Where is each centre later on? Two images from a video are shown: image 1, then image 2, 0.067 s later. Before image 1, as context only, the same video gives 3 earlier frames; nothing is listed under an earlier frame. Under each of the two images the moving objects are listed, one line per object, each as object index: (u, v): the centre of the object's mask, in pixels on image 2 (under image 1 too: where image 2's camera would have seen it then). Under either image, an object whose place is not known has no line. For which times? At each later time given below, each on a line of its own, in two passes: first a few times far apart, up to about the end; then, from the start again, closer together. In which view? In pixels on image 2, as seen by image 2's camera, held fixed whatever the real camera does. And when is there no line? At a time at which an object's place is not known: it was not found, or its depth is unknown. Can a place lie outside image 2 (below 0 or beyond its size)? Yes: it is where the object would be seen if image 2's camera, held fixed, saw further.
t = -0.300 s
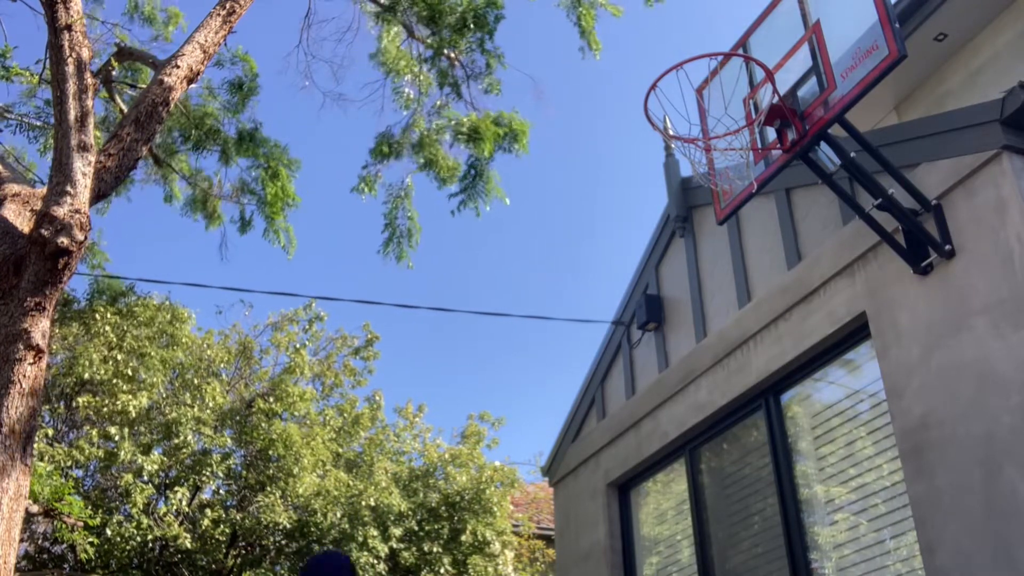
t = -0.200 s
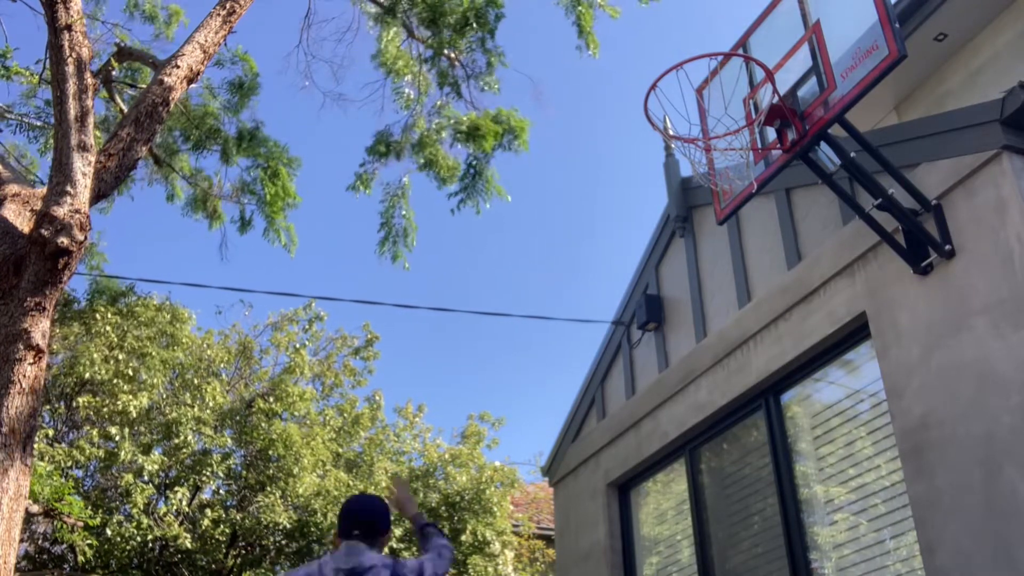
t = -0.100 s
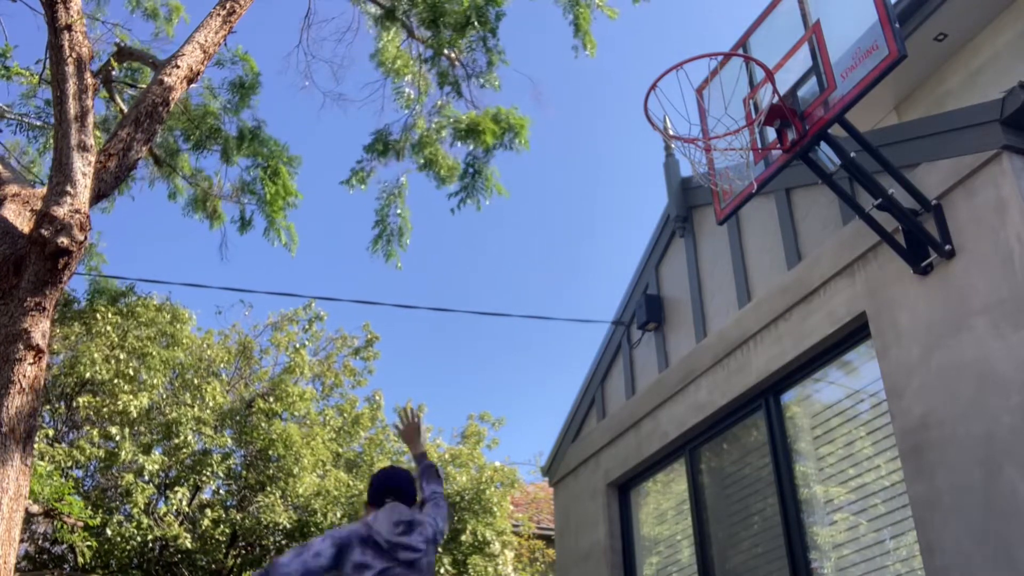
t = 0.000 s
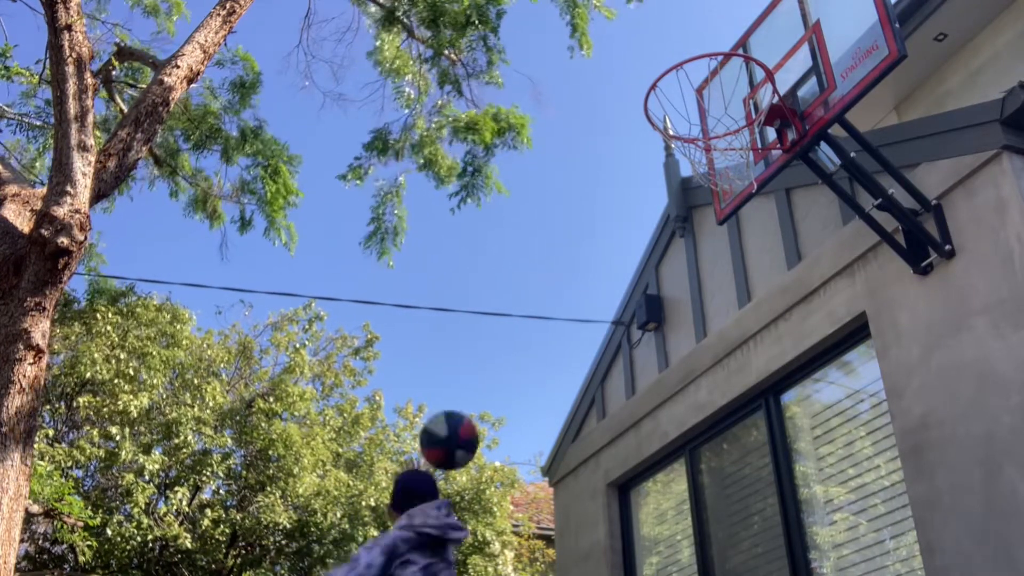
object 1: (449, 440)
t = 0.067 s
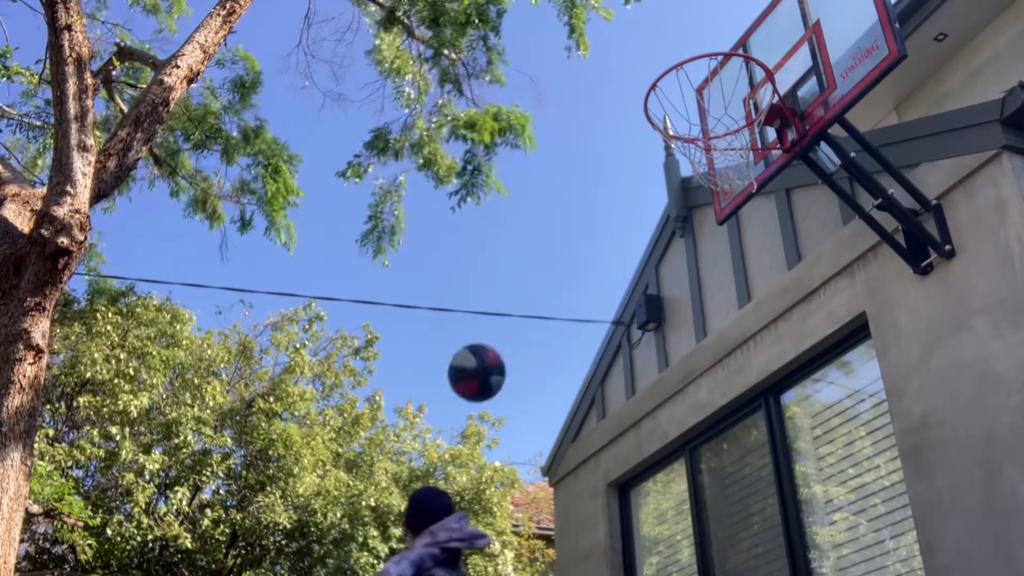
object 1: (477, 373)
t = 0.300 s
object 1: (567, 226)
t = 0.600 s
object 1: (692, 204)
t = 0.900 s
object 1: (883, 399)
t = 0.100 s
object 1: (490, 343)
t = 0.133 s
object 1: (503, 317)
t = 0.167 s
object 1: (516, 294)
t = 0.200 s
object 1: (529, 274)
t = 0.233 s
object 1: (541, 255)
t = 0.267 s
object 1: (554, 240)
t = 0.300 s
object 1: (567, 226)
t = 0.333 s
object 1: (580, 215)
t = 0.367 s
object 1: (592, 206)
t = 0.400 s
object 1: (606, 198)
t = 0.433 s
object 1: (619, 194)
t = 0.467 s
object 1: (633, 191)
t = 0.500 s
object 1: (647, 191)
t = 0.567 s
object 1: (676, 197)
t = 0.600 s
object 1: (692, 204)
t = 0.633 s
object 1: (709, 213)
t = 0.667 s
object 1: (727, 224)
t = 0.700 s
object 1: (745, 237)
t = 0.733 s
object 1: (763, 255)
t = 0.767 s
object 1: (784, 277)
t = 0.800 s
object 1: (806, 300)
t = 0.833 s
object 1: (830, 328)
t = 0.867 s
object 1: (855, 362)
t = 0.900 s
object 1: (883, 399)
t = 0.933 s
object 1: (912, 443)
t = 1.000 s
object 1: (979, 544)
